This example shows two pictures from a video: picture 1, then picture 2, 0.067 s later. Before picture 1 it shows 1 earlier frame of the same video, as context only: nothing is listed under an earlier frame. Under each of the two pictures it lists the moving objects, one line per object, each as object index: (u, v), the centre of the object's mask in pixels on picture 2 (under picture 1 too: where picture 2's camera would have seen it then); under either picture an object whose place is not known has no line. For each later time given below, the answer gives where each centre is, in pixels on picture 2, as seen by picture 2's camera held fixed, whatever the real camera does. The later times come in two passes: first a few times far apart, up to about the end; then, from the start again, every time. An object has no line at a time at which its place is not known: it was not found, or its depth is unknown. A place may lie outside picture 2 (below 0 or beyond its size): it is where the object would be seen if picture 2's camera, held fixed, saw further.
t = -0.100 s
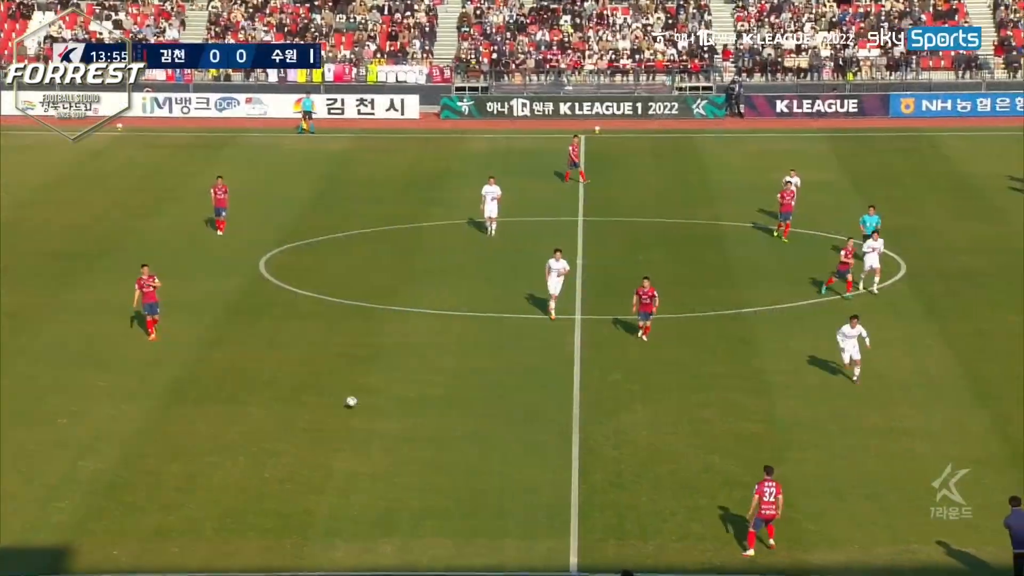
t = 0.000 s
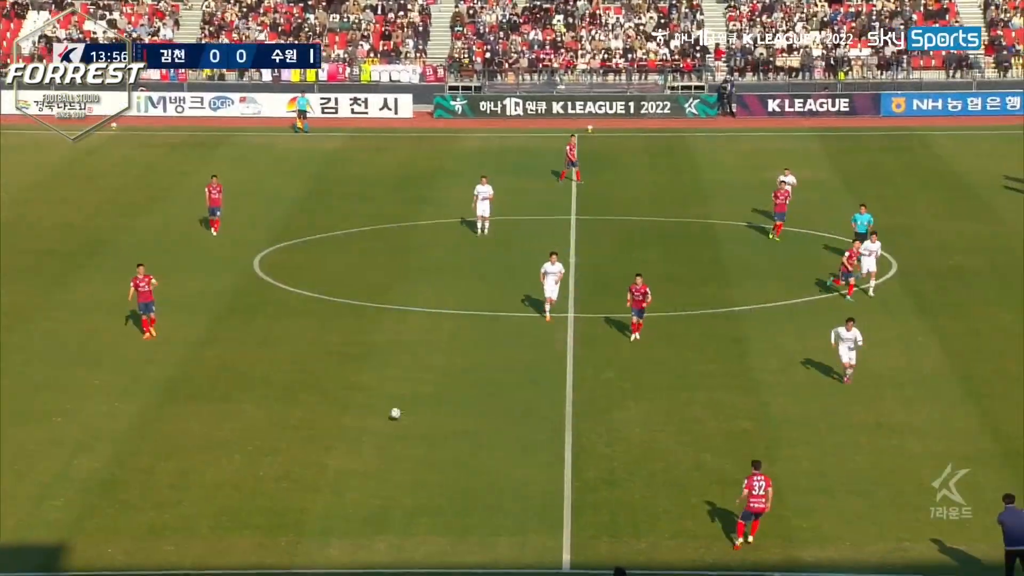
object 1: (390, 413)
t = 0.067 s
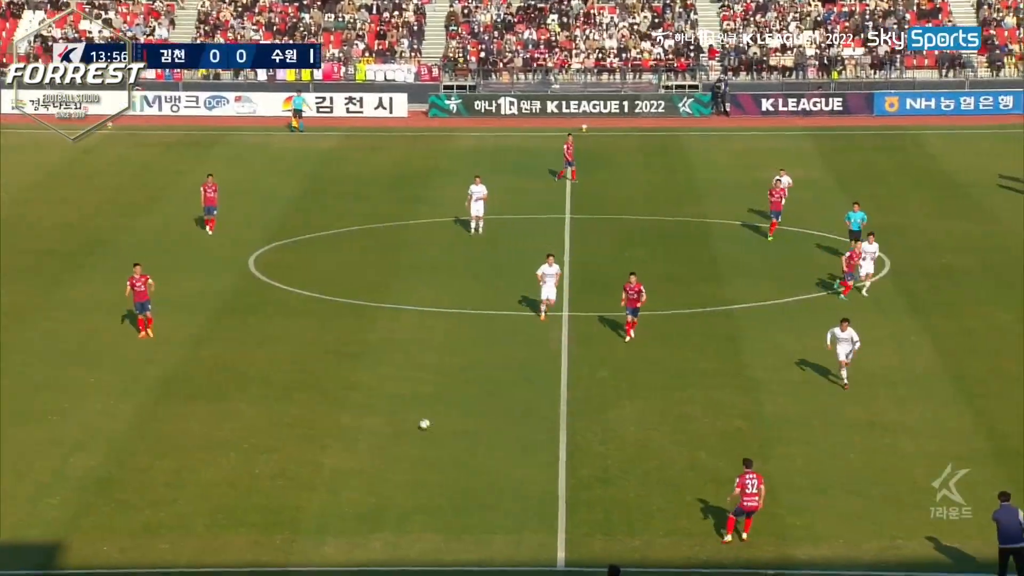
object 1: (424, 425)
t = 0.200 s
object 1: (490, 443)
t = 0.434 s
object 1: (603, 475)
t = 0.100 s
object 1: (442, 432)
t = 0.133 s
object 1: (458, 435)
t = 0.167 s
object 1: (474, 439)
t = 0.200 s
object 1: (490, 443)
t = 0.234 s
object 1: (507, 447)
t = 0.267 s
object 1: (524, 453)
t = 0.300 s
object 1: (541, 459)
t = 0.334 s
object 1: (556, 462)
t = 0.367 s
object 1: (572, 465)
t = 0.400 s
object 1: (587, 470)
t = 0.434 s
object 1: (603, 475)
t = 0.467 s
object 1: (617, 478)
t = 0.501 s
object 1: (631, 480)
